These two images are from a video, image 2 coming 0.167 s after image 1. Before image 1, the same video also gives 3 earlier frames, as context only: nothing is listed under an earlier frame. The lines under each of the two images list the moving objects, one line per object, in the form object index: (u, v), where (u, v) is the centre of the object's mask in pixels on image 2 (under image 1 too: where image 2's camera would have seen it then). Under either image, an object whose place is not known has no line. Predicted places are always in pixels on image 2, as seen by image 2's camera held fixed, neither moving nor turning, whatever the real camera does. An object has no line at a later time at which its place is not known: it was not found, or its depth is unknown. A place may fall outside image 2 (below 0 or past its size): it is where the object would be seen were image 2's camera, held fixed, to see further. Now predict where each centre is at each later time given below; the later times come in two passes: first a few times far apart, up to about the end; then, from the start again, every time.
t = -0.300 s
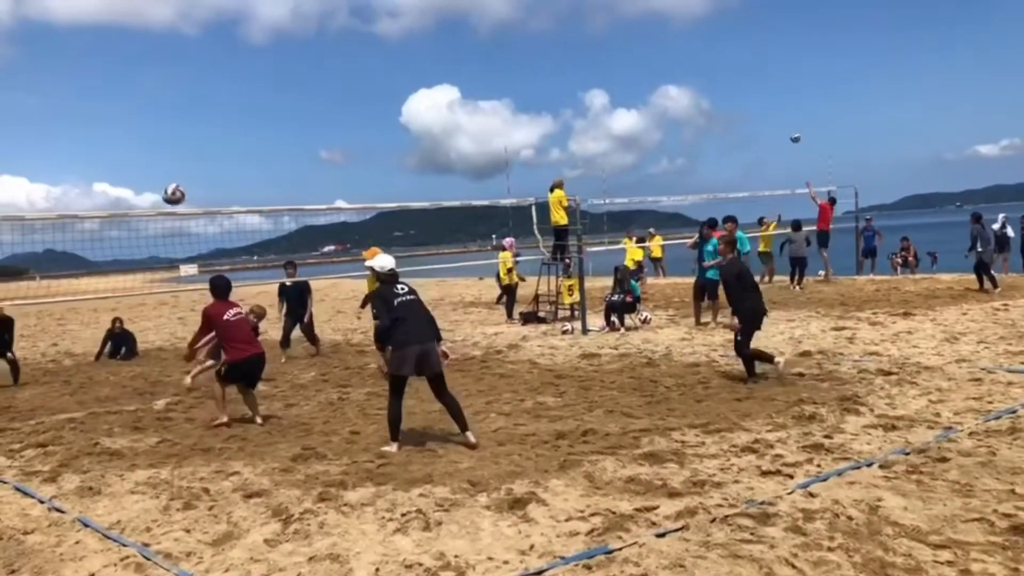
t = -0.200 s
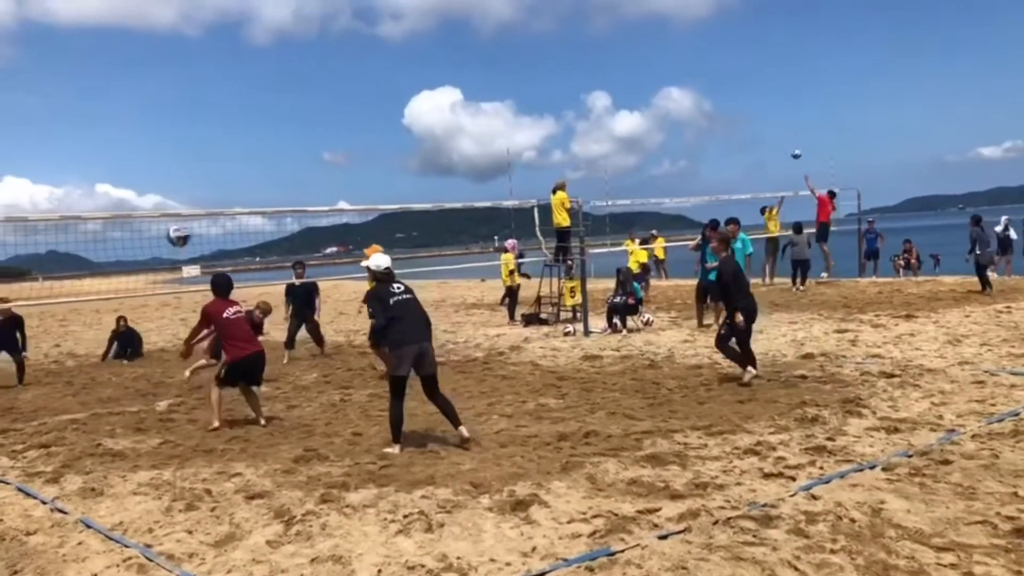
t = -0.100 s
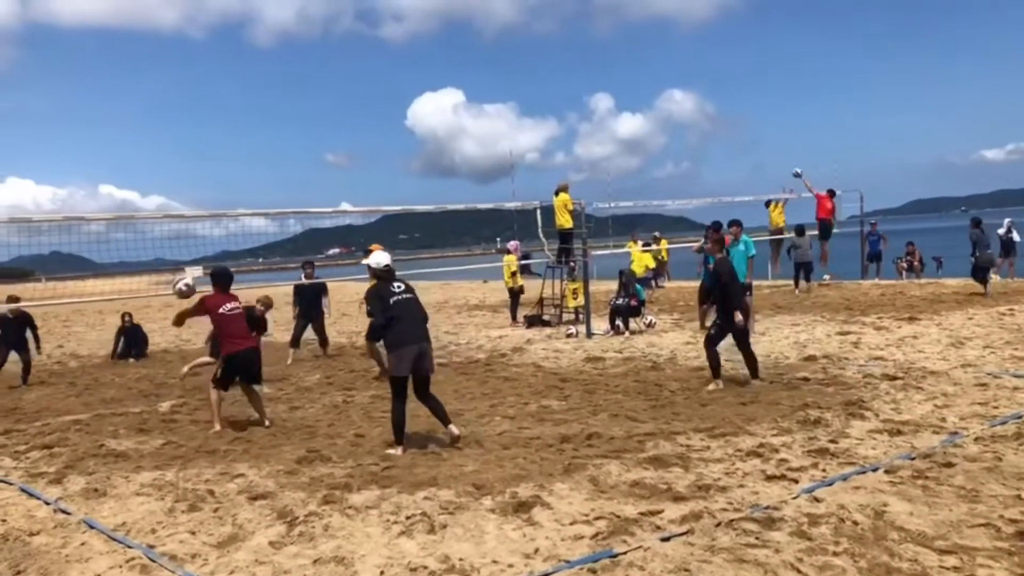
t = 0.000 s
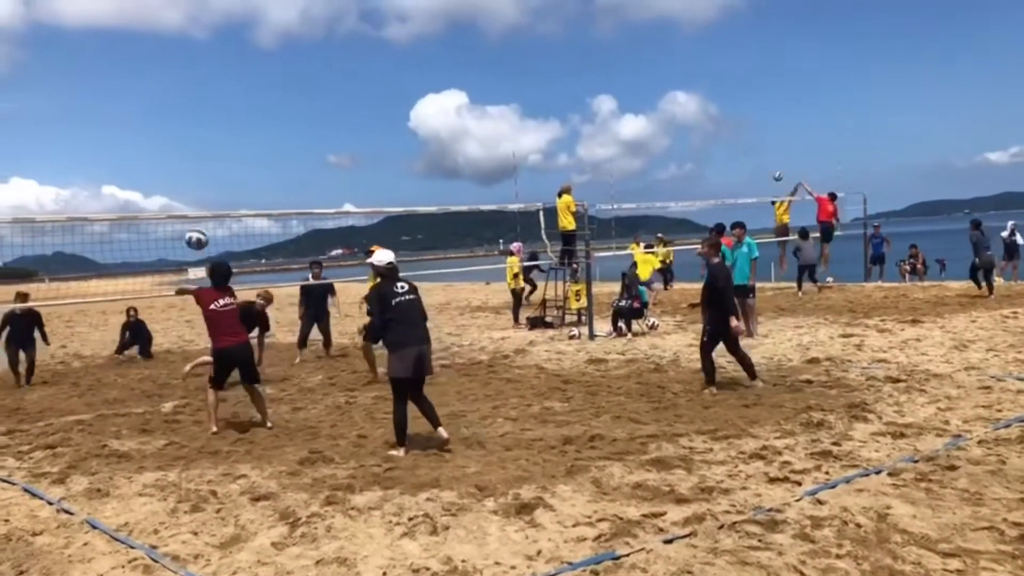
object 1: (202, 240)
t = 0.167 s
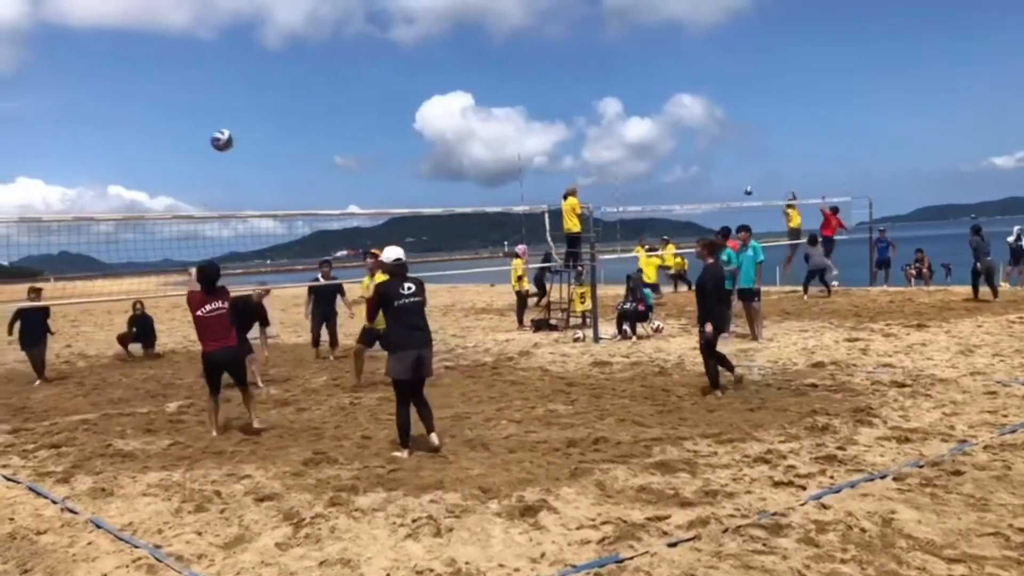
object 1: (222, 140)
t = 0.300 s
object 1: (238, 86)
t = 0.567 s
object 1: (269, 33)
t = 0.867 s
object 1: (308, 55)
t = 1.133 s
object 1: (343, 138)
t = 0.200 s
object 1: (226, 125)
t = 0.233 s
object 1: (230, 110)
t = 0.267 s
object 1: (234, 98)
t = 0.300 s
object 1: (238, 86)
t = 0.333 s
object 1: (241, 75)
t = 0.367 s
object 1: (245, 66)
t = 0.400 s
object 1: (249, 57)
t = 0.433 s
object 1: (253, 51)
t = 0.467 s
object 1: (257, 44)
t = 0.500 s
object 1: (261, 39)
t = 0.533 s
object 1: (264, 36)
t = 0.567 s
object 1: (269, 33)
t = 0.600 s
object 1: (273, 31)
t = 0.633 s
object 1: (277, 30)
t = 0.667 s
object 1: (281, 31)
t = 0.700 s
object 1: (286, 32)
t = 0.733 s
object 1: (290, 35)
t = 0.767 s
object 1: (295, 38)
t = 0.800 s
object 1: (300, 43)
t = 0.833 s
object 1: (304, 49)
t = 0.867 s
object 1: (308, 55)
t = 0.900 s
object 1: (313, 62)
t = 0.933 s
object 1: (317, 70)
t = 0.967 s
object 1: (321, 79)
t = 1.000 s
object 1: (326, 89)
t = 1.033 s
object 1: (330, 100)
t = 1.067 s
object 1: (335, 112)
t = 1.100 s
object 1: (338, 123)
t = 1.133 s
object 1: (343, 138)
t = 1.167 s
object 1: (347, 151)
